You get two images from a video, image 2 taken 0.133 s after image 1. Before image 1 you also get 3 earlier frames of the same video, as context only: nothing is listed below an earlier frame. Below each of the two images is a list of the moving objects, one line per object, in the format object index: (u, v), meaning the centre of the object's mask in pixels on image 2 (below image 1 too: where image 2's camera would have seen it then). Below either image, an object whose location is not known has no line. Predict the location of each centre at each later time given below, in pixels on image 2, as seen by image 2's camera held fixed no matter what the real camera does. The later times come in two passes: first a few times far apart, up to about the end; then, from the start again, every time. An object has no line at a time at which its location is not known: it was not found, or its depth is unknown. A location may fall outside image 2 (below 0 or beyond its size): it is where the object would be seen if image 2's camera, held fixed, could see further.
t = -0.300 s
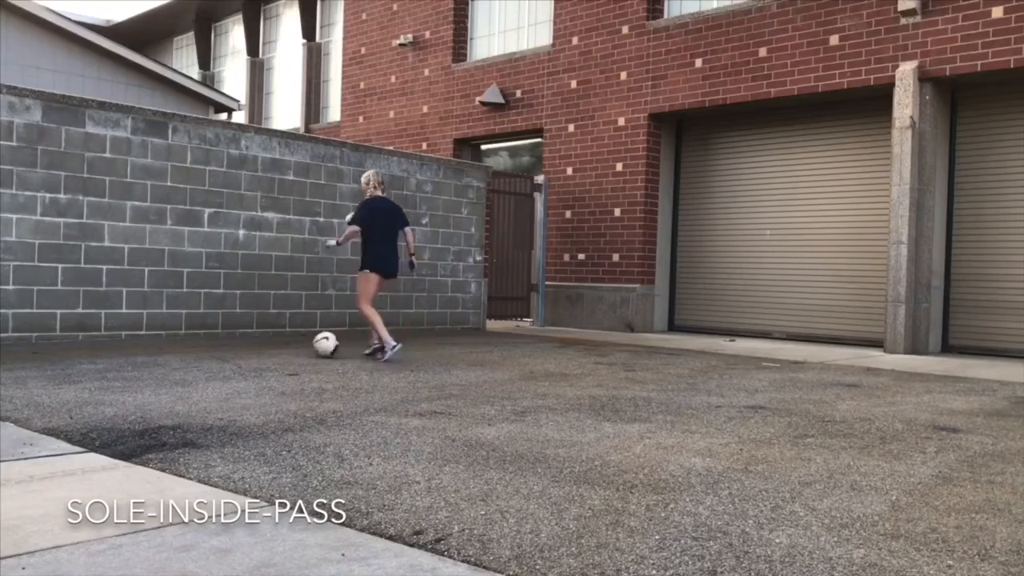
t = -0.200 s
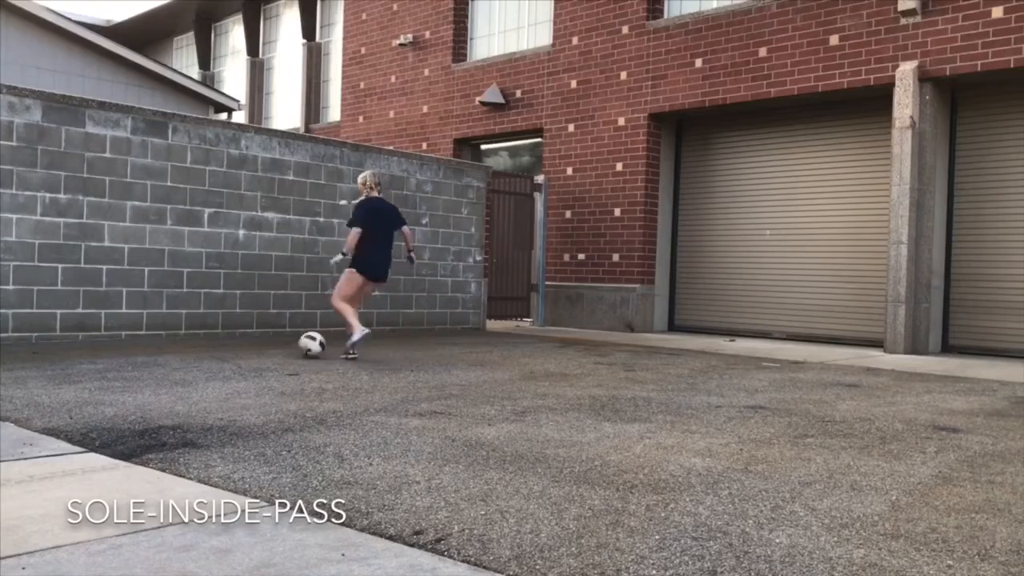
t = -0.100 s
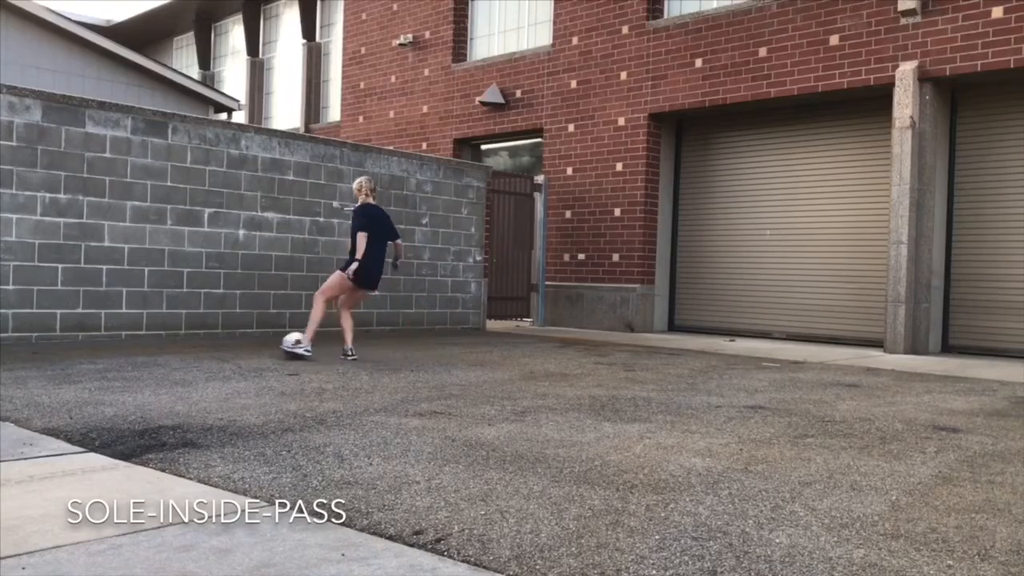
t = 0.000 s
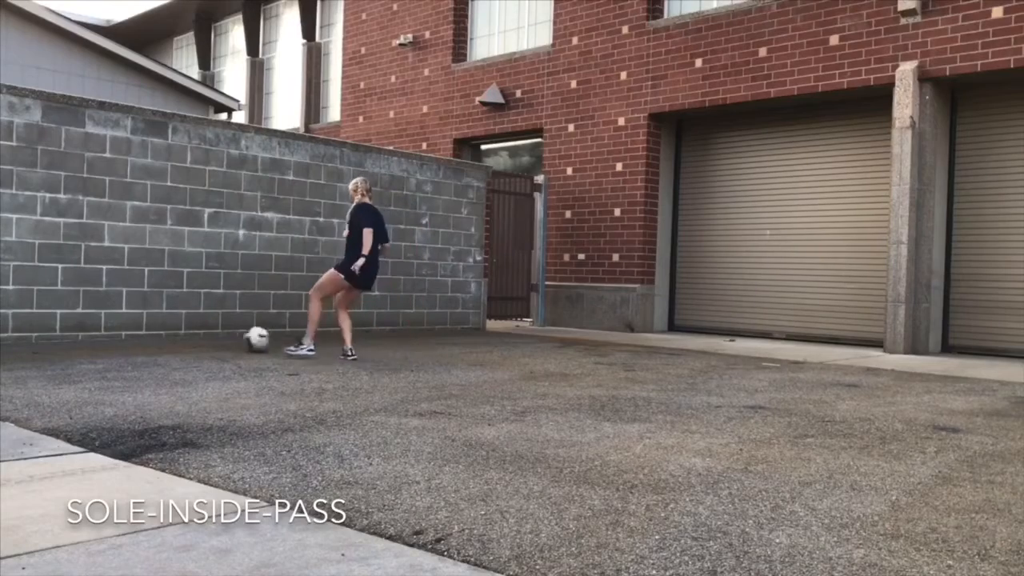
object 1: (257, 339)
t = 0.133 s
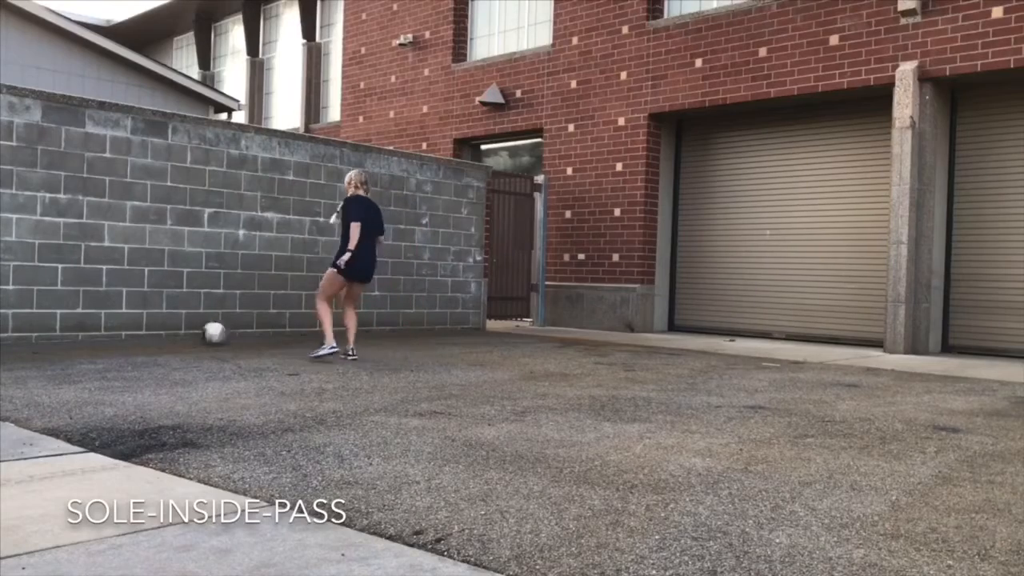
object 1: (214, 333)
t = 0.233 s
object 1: (188, 328)
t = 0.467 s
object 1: (236, 331)
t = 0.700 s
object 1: (283, 338)
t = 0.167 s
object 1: (205, 330)
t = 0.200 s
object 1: (196, 328)
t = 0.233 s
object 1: (188, 328)
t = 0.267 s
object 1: (186, 326)
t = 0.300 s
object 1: (194, 323)
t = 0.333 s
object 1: (203, 322)
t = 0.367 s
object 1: (211, 322)
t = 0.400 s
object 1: (219, 324)
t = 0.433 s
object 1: (228, 327)
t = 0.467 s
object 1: (236, 331)
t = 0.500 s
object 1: (245, 336)
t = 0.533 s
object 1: (251, 334)
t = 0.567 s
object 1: (258, 332)
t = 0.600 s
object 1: (265, 331)
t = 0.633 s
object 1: (271, 332)
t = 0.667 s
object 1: (277, 335)
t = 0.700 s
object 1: (283, 338)
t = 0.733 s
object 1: (289, 339)
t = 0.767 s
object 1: (295, 338)
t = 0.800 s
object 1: (300, 337)
